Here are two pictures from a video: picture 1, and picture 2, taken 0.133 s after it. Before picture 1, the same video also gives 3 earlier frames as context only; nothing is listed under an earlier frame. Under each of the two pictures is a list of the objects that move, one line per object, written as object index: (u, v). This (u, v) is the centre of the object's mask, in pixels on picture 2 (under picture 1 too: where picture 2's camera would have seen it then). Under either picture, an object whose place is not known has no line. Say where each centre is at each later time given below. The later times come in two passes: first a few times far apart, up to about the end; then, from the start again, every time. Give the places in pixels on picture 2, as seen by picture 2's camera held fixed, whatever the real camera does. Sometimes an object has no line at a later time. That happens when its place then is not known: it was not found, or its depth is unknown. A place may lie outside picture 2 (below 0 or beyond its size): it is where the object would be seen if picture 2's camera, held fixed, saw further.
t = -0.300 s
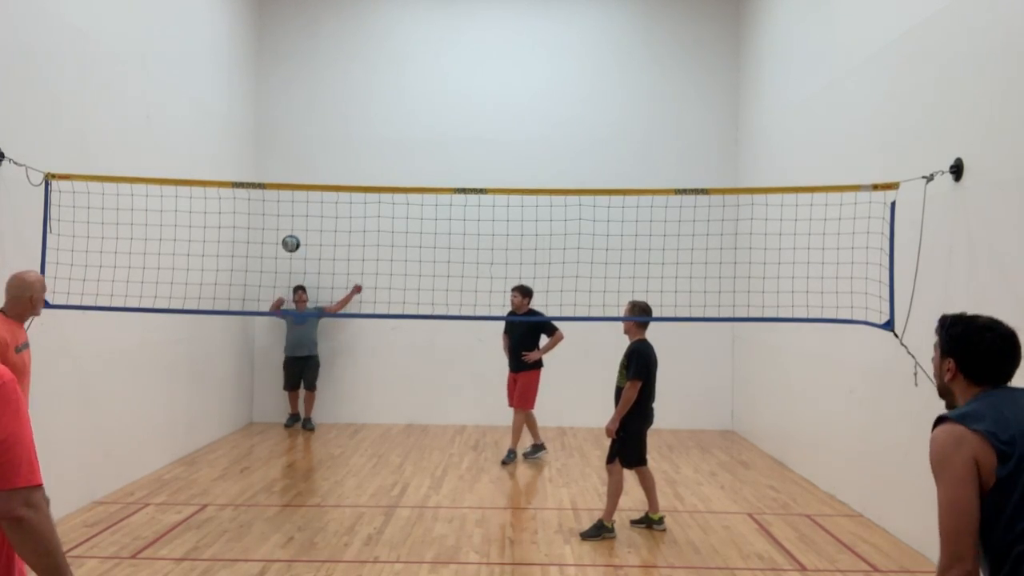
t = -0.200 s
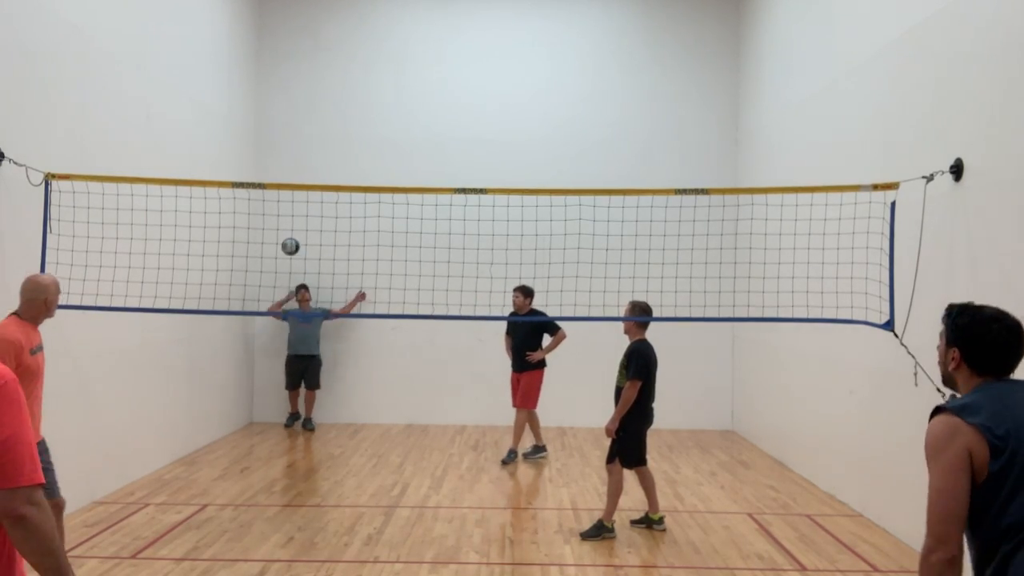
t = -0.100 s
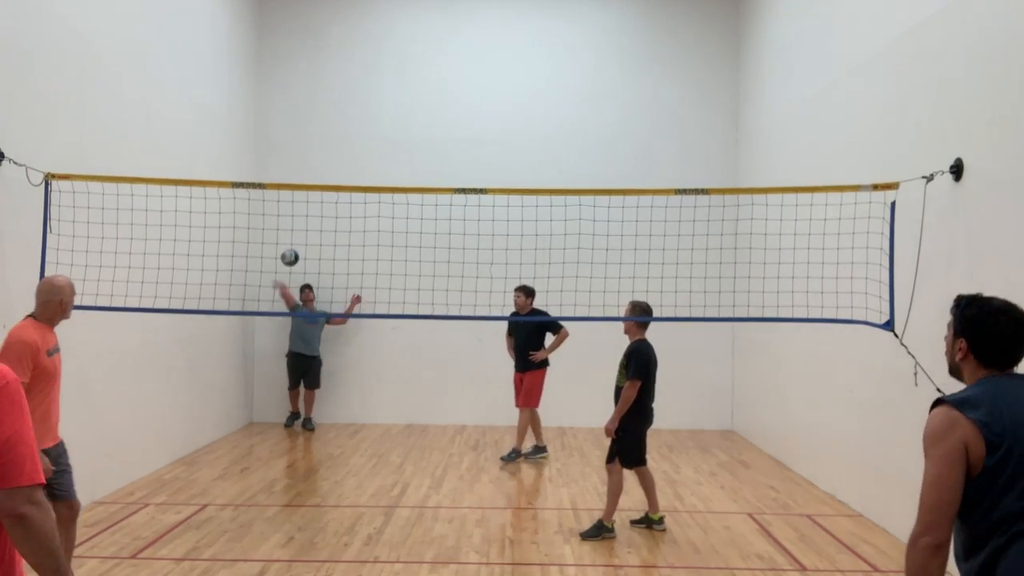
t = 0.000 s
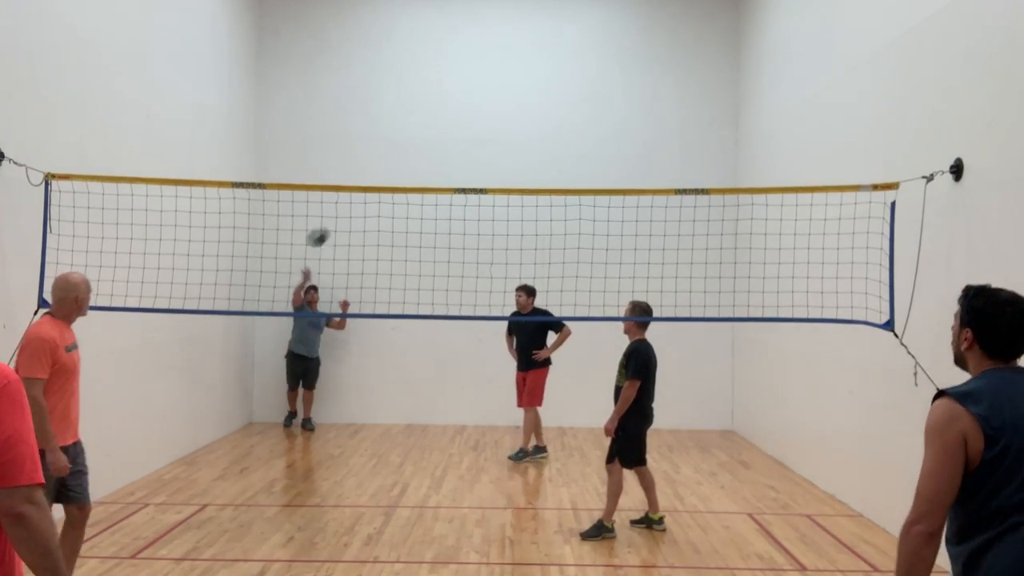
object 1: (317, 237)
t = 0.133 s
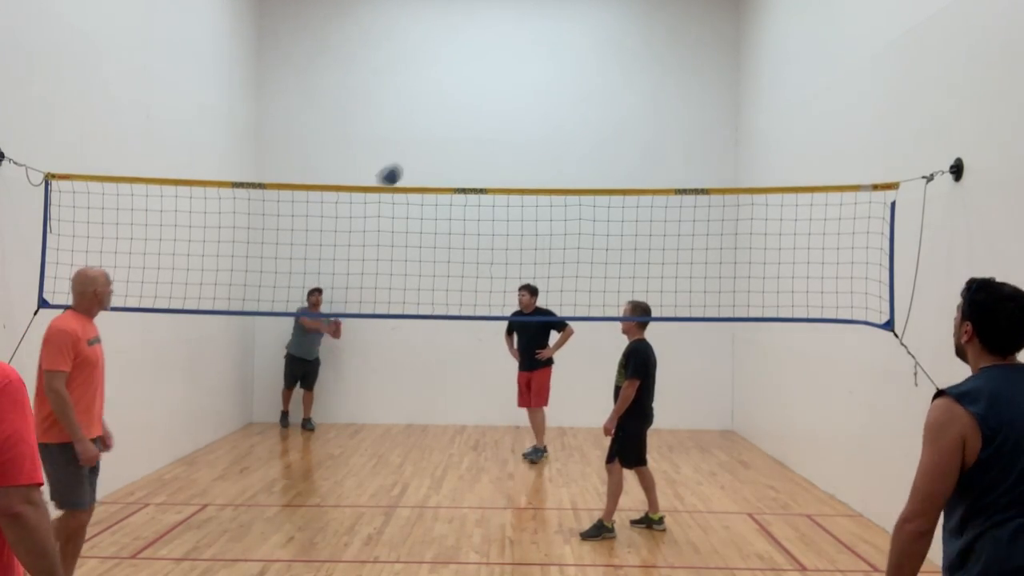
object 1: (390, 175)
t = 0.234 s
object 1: (458, 132)
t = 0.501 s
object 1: (714, 42)
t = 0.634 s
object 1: (911, 18)
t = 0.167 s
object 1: (411, 160)
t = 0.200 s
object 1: (433, 146)
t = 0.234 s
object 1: (458, 132)
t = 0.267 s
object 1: (483, 119)
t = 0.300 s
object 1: (511, 106)
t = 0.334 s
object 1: (540, 94)
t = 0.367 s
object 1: (571, 82)
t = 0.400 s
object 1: (603, 71)
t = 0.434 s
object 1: (638, 61)
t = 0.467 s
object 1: (675, 51)
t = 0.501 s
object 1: (714, 42)
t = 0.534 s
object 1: (760, 34)
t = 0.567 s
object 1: (806, 27)
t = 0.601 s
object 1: (857, 21)
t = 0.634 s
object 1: (911, 18)
